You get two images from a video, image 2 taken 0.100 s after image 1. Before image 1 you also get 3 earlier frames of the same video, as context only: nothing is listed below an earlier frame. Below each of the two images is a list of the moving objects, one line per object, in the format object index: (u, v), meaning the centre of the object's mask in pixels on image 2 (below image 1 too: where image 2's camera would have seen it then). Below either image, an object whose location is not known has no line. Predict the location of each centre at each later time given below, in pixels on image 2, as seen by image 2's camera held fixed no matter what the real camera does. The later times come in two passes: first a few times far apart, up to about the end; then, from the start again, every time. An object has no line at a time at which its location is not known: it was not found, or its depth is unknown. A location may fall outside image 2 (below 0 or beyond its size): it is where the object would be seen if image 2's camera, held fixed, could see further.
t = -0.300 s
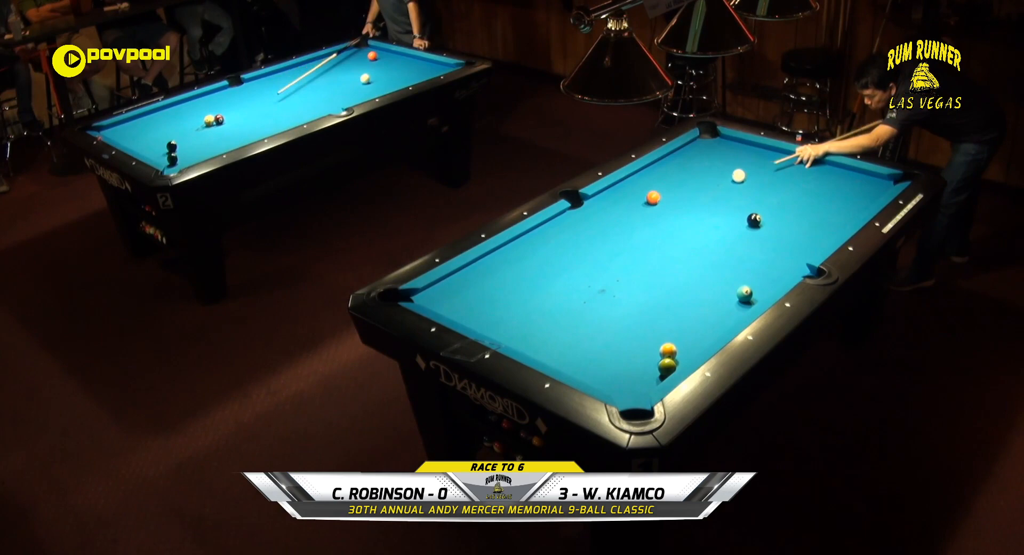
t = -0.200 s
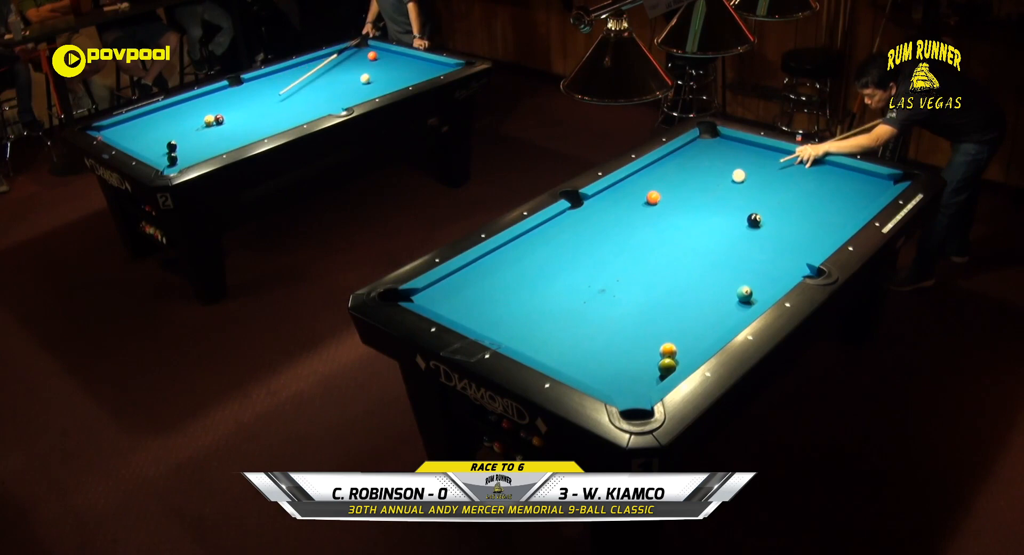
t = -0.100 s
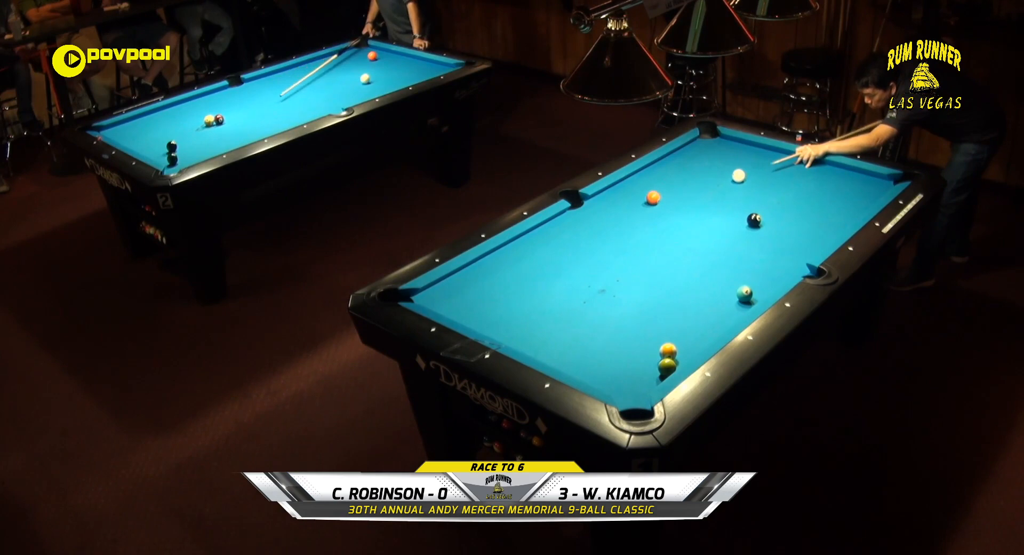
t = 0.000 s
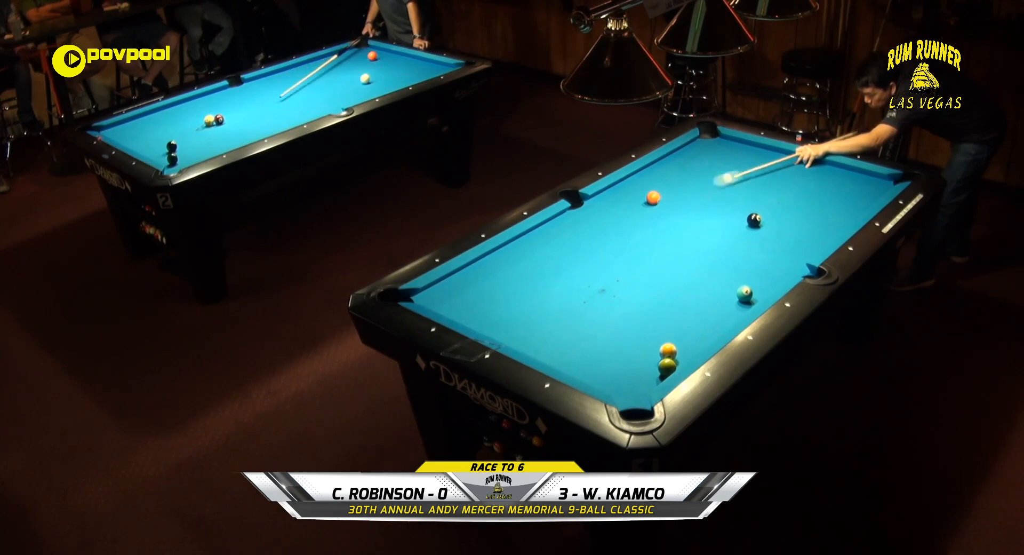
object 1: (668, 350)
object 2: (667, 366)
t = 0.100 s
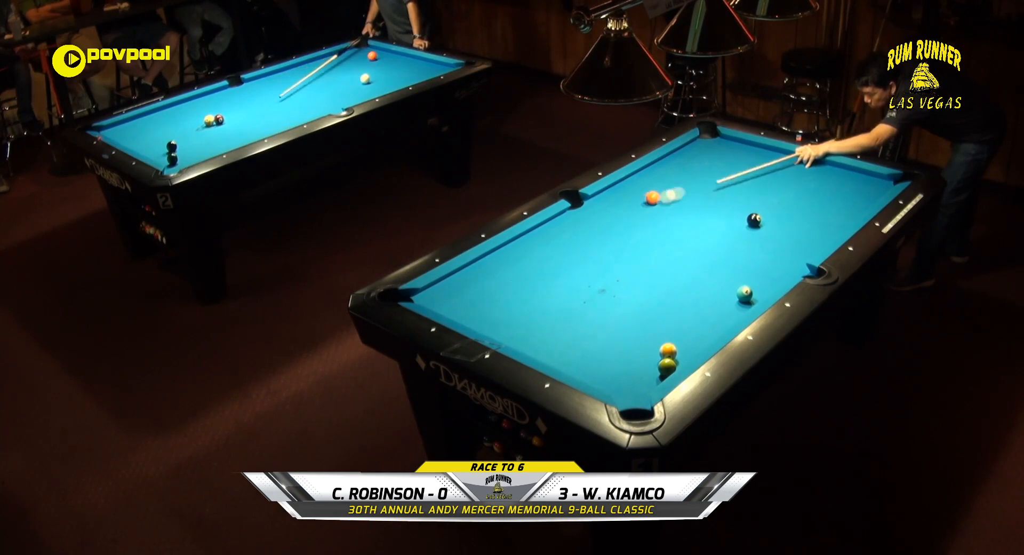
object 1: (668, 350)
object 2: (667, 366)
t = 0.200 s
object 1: (668, 350)
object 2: (667, 366)
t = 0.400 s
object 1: (668, 350)
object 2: (667, 366)
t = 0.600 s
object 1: (668, 350)
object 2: (666, 366)
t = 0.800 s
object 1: (668, 350)
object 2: (666, 366)
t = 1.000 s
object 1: (668, 350)
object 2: (666, 366)
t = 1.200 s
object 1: (668, 350)
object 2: (666, 366)
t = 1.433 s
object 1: (669, 345)
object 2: (667, 360)
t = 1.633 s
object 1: (670, 337)
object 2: (666, 354)
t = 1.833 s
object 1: (670, 331)
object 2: (665, 349)
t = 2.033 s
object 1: (671, 324)
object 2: (664, 344)
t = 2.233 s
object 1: (672, 319)
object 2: (663, 340)
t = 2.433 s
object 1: (673, 313)
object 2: (663, 337)
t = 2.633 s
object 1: (674, 309)
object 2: (663, 335)
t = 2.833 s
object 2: (663, 333)
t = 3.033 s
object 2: (663, 332)
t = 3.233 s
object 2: (662, 331)
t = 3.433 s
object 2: (662, 331)
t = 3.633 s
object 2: (662, 331)
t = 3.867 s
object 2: (663, 331)
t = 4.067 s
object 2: (663, 331)
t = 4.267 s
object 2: (663, 331)
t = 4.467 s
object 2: (663, 331)
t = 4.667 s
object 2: (663, 331)
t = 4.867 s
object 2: (663, 331)
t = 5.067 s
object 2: (663, 331)
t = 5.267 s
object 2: (662, 331)
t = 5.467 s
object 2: (662, 331)
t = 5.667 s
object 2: (663, 331)
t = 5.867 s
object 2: (663, 331)
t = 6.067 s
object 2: (662, 331)
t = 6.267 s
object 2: (663, 331)
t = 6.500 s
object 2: (663, 331)
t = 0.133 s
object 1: (668, 350)
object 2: (667, 366)
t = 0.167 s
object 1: (668, 350)
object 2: (667, 366)
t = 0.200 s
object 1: (668, 350)
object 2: (667, 366)
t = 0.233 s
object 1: (668, 350)
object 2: (667, 366)
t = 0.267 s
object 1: (668, 350)
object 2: (667, 366)
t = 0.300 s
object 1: (668, 350)
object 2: (667, 366)
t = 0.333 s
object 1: (668, 350)
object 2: (667, 366)
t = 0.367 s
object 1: (668, 350)
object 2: (667, 366)
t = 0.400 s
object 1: (668, 350)
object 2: (667, 366)
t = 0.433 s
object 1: (668, 350)
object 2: (666, 366)
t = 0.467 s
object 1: (668, 350)
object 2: (667, 366)
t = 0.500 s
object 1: (668, 350)
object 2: (667, 366)
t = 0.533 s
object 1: (668, 350)
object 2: (666, 366)
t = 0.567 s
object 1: (668, 350)
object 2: (666, 366)
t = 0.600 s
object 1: (668, 350)
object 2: (666, 366)
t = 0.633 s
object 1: (668, 350)
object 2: (666, 366)
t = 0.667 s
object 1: (668, 350)
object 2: (666, 366)
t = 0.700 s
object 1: (668, 350)
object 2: (666, 366)
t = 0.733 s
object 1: (668, 350)
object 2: (666, 366)
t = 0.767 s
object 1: (668, 350)
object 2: (666, 366)
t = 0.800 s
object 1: (668, 350)
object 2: (666, 366)
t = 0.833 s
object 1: (668, 350)
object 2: (666, 366)
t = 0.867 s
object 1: (668, 350)
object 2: (666, 366)
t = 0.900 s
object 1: (668, 350)
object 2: (666, 366)
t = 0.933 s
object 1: (668, 350)
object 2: (666, 366)
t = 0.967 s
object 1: (668, 350)
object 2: (666, 366)
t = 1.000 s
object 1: (668, 350)
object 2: (666, 366)
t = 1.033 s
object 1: (668, 350)
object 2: (666, 366)
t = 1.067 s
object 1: (668, 350)
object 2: (666, 366)
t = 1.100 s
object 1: (668, 350)
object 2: (666, 366)
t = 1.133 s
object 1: (668, 350)
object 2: (666, 366)
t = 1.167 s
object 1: (668, 350)
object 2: (666, 366)
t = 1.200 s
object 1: (668, 350)
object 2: (666, 366)
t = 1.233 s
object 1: (668, 350)
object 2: (666, 366)
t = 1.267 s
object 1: (668, 350)
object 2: (667, 366)
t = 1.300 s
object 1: (668, 350)
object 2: (670, 365)
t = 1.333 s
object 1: (668, 349)
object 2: (669, 364)
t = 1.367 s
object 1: (668, 348)
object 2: (668, 362)
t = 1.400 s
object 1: (669, 346)
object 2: (668, 360)
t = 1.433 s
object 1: (669, 345)
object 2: (667, 360)
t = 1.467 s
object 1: (669, 344)
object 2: (668, 359)
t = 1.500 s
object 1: (669, 342)
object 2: (667, 358)
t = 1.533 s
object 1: (669, 341)
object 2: (666, 357)
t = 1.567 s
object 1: (669, 340)
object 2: (666, 356)
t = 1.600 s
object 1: (669, 339)
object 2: (666, 355)
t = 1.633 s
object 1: (670, 337)
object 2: (666, 354)
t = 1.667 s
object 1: (670, 336)
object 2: (665, 353)
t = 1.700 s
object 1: (670, 335)
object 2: (665, 352)
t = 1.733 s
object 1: (670, 334)
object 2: (665, 351)
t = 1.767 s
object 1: (670, 333)
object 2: (665, 350)
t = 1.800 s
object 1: (670, 332)
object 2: (665, 349)
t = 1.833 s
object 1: (670, 331)
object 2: (665, 349)
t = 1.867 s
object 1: (670, 330)
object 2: (664, 348)
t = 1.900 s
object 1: (670, 328)
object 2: (664, 347)
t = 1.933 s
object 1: (671, 327)
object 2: (664, 346)
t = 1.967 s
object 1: (671, 326)
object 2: (664, 345)
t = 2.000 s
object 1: (671, 325)
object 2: (664, 345)
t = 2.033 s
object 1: (671, 324)
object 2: (664, 344)
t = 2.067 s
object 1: (671, 323)
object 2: (664, 343)
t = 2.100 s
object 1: (671, 322)
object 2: (663, 342)
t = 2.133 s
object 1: (672, 321)
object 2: (664, 342)
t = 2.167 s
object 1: (672, 320)
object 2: (663, 341)
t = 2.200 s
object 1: (672, 319)
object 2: (663, 341)
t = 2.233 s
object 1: (672, 319)
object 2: (663, 340)
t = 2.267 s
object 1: (672, 318)
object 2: (663, 340)
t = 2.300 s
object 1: (672, 317)
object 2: (663, 339)
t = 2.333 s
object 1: (673, 316)
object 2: (663, 339)
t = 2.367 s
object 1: (673, 315)
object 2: (663, 338)
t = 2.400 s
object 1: (673, 314)
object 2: (663, 338)
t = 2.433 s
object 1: (673, 313)
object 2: (663, 337)
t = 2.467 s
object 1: (673, 313)
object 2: (663, 337)
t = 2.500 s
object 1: (673, 312)
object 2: (663, 336)
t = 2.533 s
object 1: (673, 311)
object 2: (663, 336)
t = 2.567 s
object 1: (674, 310)
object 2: (663, 336)
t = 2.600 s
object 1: (674, 309)
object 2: (663, 335)
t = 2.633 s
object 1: (674, 309)
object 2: (663, 335)
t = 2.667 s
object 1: (674, 308)
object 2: (663, 334)
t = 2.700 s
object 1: (674, 307)
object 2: (662, 334)
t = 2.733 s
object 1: (674, 307)
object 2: (662, 334)
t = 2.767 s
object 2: (663, 333)
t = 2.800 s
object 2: (663, 333)
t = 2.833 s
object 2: (663, 333)
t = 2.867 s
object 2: (663, 332)
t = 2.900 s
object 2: (663, 332)
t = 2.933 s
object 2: (663, 332)
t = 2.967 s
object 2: (663, 332)
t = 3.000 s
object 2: (663, 332)
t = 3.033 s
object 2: (663, 332)
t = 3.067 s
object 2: (662, 331)
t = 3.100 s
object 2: (662, 331)
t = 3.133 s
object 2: (662, 331)
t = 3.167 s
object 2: (662, 331)
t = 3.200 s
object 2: (662, 331)
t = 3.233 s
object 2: (662, 331)
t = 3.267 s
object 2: (662, 331)
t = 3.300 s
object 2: (662, 331)
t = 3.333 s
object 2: (662, 331)
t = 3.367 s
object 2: (662, 331)
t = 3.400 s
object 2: (662, 331)
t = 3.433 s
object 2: (662, 331)
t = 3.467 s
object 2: (662, 331)
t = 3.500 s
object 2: (662, 331)
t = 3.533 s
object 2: (663, 331)
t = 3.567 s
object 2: (662, 331)
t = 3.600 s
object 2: (662, 331)
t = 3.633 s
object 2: (662, 331)
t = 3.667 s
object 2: (662, 331)
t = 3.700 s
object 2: (663, 331)
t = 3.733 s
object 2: (662, 331)
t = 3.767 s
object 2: (663, 331)
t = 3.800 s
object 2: (663, 331)
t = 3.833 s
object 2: (663, 331)
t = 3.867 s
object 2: (663, 331)
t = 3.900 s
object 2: (663, 331)
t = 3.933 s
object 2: (663, 331)
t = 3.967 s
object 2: (663, 331)
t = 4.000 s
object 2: (663, 331)
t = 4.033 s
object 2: (663, 331)
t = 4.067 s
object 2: (663, 331)
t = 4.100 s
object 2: (663, 331)
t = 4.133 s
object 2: (663, 331)
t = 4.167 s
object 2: (663, 331)
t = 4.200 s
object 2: (663, 331)
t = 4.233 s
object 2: (663, 331)
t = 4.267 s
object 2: (663, 331)
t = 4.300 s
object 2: (663, 331)
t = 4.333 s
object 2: (663, 331)
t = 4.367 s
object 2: (663, 331)
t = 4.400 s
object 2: (663, 331)
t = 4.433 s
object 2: (663, 331)
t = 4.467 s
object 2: (663, 331)
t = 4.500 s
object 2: (663, 331)
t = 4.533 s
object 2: (663, 331)
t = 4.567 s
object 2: (663, 331)
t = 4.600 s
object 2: (663, 331)
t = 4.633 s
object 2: (663, 331)
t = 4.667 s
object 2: (663, 331)
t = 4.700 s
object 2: (663, 331)
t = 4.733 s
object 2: (663, 331)
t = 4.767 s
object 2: (663, 331)
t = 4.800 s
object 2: (663, 331)
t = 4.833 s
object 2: (663, 331)
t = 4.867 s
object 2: (663, 331)
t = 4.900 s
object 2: (663, 331)
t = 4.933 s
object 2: (663, 331)
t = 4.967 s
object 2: (663, 331)
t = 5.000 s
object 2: (663, 331)
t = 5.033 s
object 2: (663, 331)
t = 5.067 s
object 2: (663, 331)
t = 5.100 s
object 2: (663, 331)
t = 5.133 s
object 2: (662, 331)
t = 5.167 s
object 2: (663, 331)
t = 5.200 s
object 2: (663, 331)
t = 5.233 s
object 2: (662, 331)
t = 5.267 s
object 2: (662, 331)
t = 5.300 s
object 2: (662, 331)
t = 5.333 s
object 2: (662, 331)
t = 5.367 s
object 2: (662, 331)
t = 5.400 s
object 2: (662, 331)
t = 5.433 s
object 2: (662, 331)
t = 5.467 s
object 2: (662, 331)
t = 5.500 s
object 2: (662, 331)
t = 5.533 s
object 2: (662, 331)
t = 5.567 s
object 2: (662, 331)
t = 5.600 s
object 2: (663, 331)
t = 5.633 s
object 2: (662, 331)
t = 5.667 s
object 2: (663, 331)
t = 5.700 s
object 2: (663, 331)
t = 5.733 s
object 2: (663, 331)
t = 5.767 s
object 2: (663, 331)
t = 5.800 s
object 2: (662, 331)
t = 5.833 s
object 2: (663, 331)
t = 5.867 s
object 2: (663, 331)
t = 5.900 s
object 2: (663, 331)
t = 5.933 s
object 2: (662, 331)
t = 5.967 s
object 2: (663, 331)
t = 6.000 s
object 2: (662, 331)
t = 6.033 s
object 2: (663, 331)
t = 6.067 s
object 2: (662, 331)
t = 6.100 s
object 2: (663, 331)
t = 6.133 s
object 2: (663, 331)
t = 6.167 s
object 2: (663, 331)
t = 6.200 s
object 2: (662, 331)
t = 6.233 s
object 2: (662, 331)
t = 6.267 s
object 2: (663, 331)
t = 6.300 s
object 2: (663, 331)
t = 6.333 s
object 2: (663, 331)
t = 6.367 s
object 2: (663, 331)
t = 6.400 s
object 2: (663, 331)
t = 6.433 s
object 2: (662, 331)
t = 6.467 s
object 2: (663, 331)
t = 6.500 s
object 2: (663, 331)
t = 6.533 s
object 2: (662, 331)
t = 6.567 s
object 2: (662, 331)
